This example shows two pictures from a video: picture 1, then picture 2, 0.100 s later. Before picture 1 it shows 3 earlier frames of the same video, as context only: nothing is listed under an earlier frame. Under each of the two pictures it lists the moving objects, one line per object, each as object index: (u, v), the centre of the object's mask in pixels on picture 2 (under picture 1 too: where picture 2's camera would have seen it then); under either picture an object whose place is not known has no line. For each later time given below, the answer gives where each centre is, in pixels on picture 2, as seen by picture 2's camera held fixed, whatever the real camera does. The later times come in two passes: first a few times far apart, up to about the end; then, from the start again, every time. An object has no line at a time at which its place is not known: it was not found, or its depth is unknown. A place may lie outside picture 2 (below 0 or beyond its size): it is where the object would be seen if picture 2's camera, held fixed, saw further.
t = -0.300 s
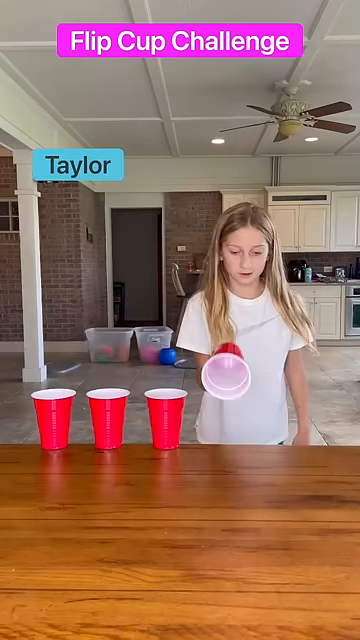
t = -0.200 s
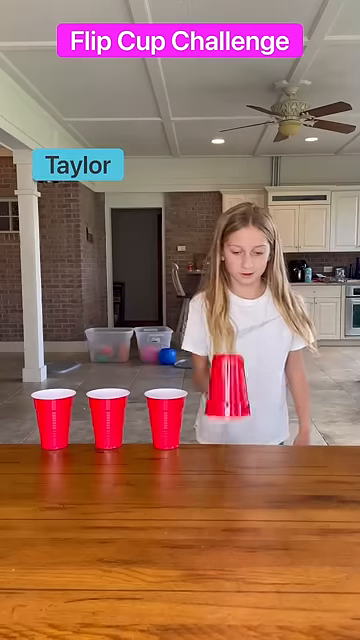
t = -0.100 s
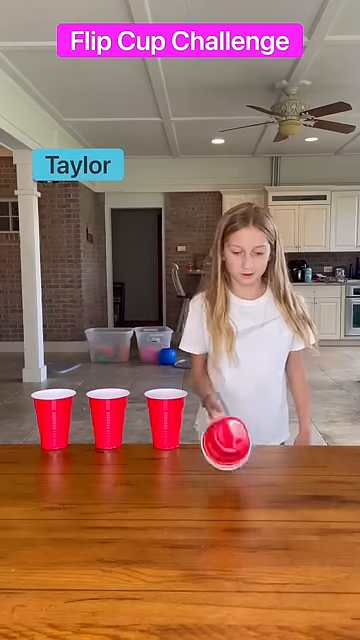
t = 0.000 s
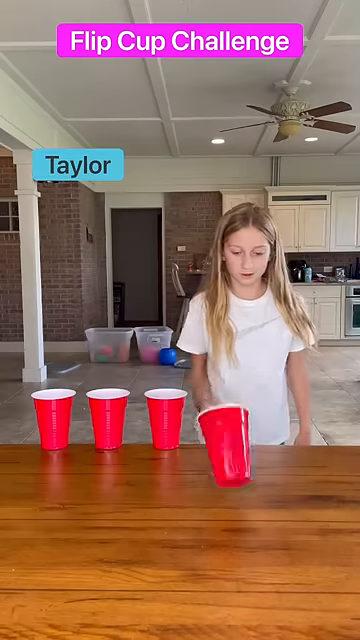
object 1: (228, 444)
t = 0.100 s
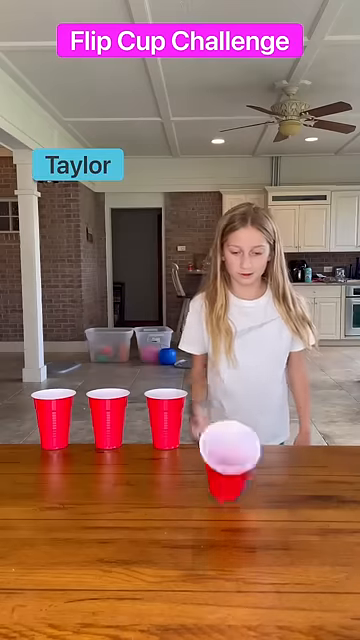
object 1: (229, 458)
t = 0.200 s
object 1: (236, 493)
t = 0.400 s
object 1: (239, 515)
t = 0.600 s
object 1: (230, 536)
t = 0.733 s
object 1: (222, 544)
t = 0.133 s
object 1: (233, 471)
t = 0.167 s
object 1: (234, 499)
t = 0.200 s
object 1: (236, 493)
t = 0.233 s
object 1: (237, 488)
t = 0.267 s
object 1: (237, 489)
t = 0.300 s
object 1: (238, 498)
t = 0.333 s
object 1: (237, 511)
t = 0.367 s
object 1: (236, 518)
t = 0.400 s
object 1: (239, 515)
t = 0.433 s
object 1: (238, 516)
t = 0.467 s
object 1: (237, 524)
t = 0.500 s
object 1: (235, 534)
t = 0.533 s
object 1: (234, 531)
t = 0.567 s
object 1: (231, 533)
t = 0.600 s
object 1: (230, 536)
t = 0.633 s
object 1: (228, 540)
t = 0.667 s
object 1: (226, 539)
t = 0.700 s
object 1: (224, 543)
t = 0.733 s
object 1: (222, 544)
